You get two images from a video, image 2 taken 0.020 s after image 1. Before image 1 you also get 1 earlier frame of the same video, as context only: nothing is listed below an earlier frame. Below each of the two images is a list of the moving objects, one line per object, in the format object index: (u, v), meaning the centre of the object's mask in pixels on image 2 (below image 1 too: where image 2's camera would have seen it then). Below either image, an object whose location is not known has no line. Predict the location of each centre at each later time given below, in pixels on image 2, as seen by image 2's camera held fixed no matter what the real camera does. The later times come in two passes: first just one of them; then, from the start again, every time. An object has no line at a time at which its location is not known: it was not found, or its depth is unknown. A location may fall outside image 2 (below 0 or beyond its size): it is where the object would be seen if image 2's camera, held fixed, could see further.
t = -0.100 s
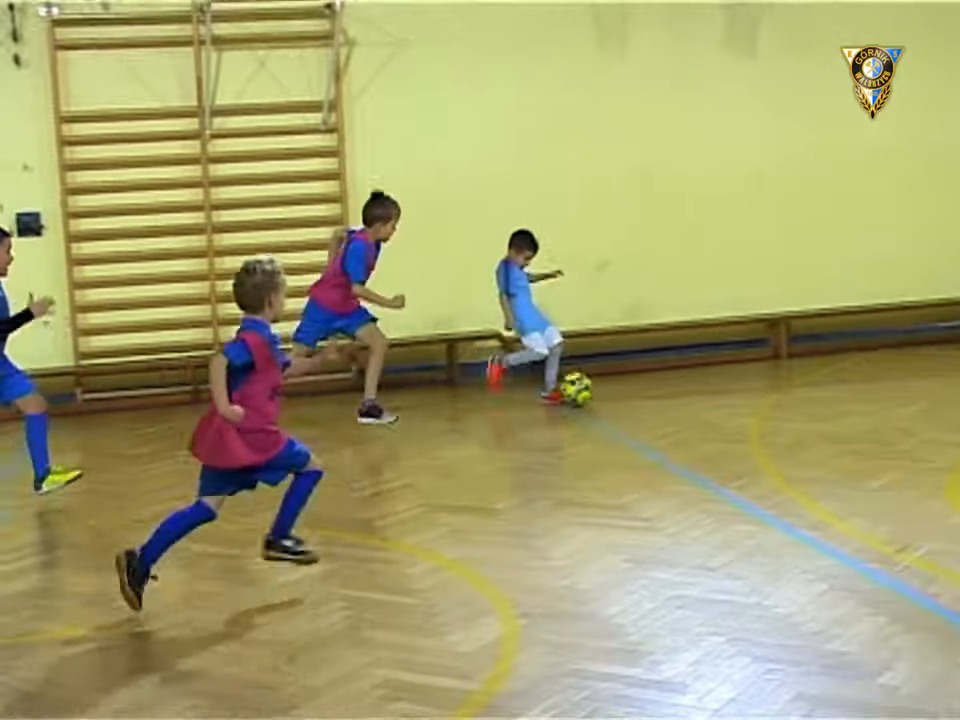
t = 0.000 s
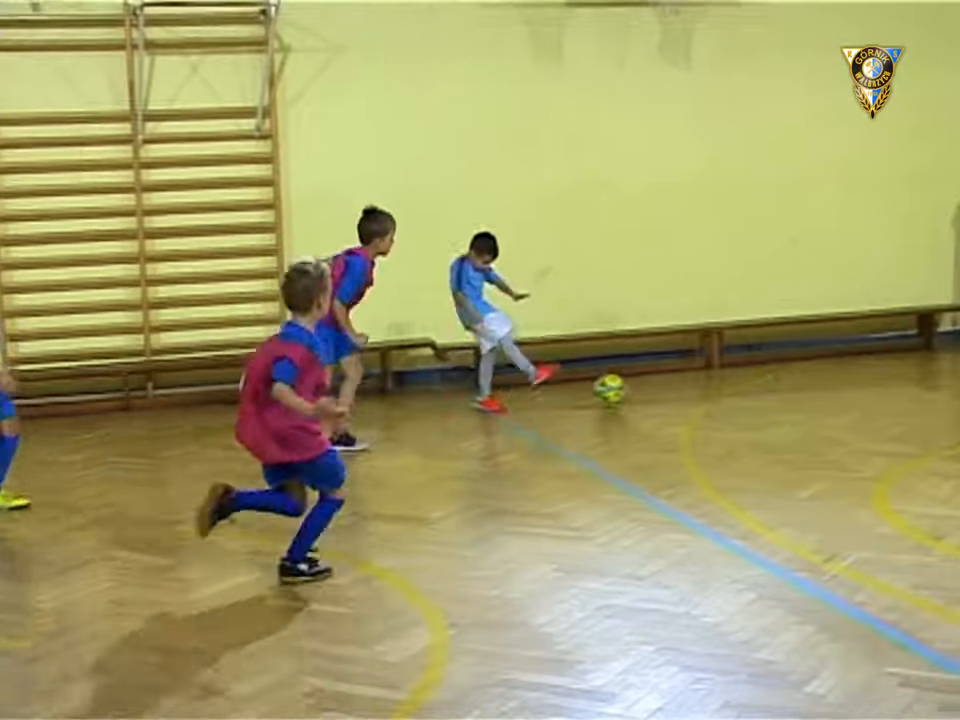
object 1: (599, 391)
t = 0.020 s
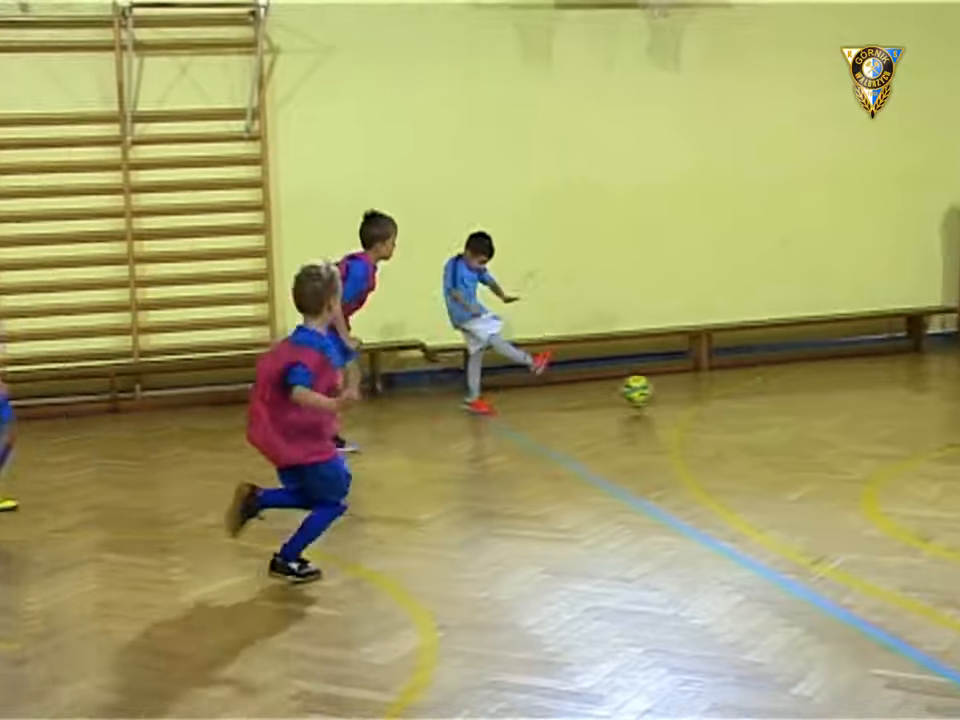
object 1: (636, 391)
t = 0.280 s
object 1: (1090, 385)
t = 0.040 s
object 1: (673, 390)
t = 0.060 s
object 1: (711, 390)
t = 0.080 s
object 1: (748, 390)
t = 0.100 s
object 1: (784, 392)
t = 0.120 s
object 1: (819, 391)
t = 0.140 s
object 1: (854, 389)
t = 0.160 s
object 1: (887, 387)
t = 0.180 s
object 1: (923, 387)
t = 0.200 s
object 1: (956, 386)
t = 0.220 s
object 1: (990, 387)
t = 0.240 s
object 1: (1025, 388)
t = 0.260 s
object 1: (1058, 388)
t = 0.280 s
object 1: (1090, 385)
